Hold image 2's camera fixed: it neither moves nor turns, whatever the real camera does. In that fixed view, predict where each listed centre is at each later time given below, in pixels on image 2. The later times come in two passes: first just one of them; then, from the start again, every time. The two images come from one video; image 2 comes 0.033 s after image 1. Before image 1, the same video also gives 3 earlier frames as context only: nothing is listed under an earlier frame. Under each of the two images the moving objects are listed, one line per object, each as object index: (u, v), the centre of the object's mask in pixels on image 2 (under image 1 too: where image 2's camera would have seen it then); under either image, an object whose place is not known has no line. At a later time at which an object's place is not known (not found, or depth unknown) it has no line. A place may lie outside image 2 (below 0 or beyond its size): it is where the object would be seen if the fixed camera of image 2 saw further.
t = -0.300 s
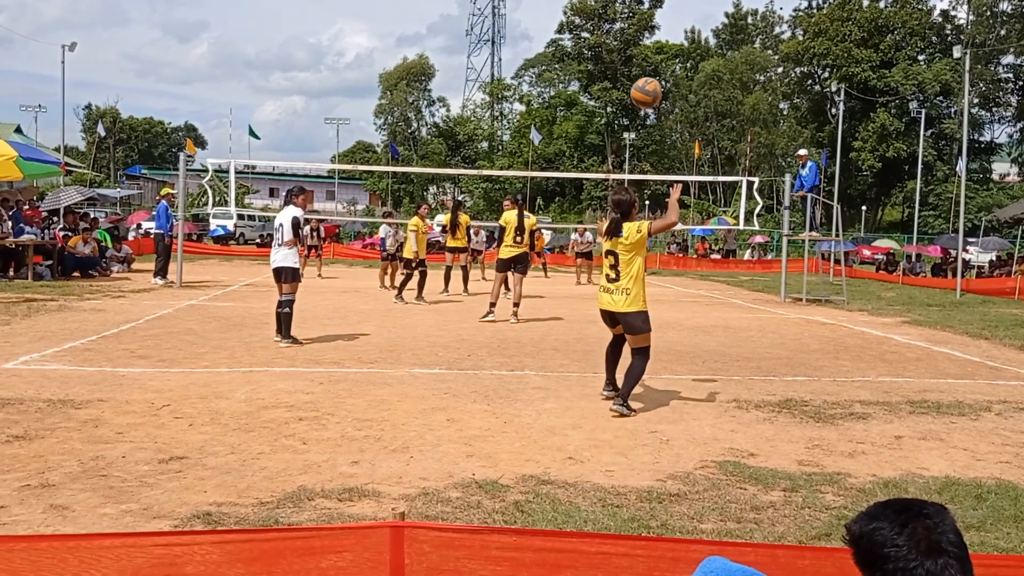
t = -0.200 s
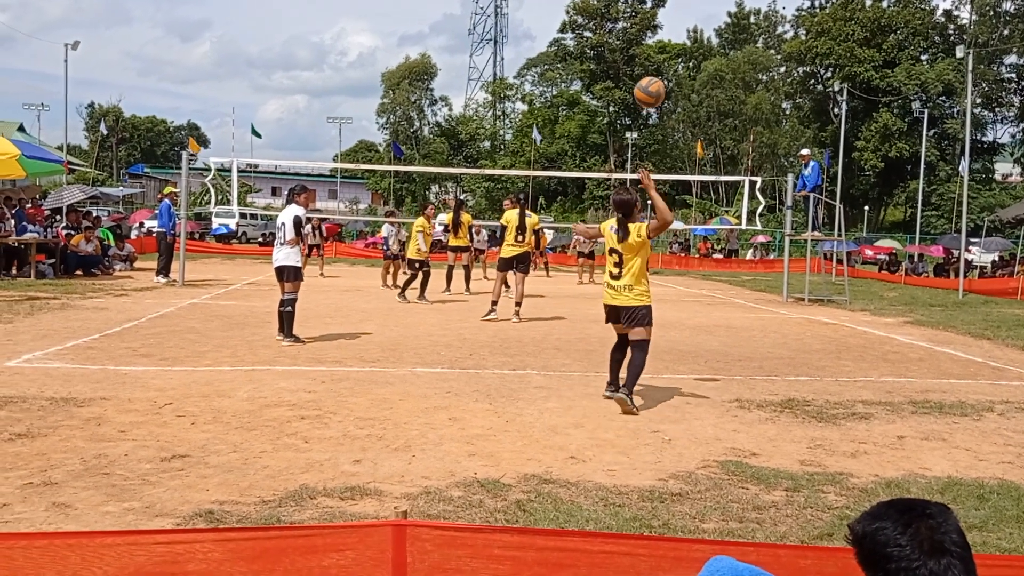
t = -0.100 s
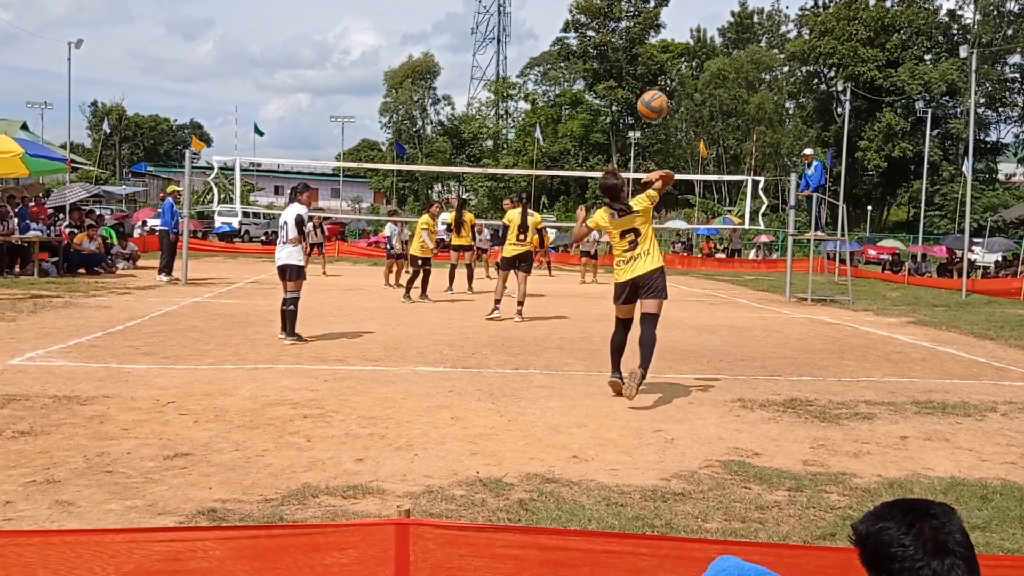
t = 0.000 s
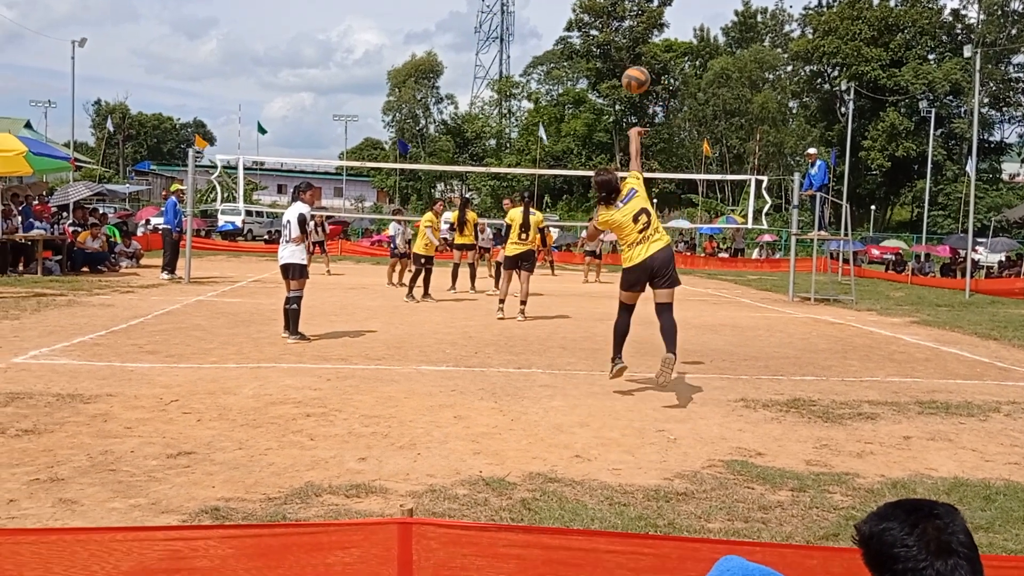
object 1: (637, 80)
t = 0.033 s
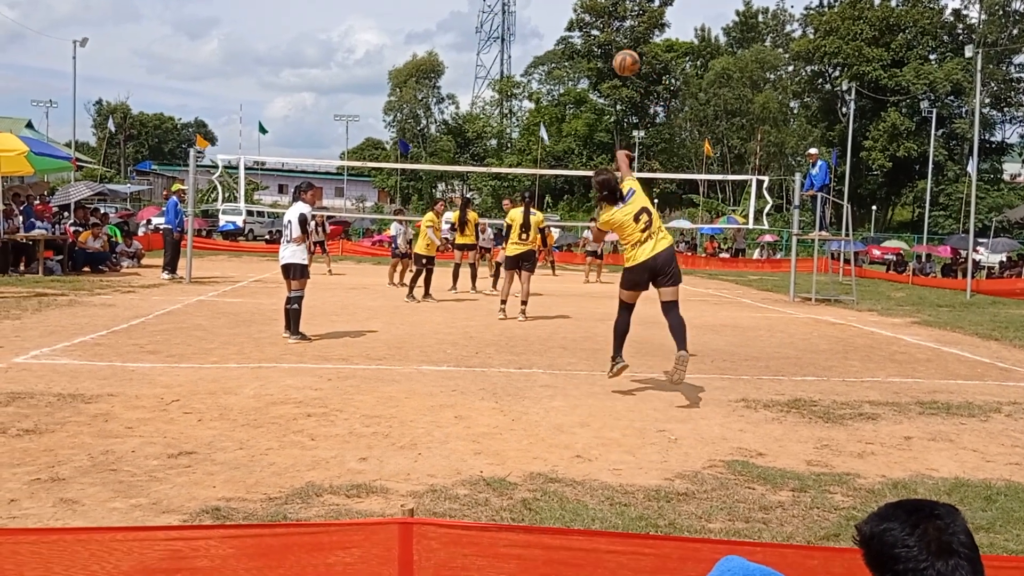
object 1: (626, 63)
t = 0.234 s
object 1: (583, 10)
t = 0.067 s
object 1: (617, 49)
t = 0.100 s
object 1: (609, 37)
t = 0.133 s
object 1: (601, 27)
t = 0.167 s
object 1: (595, 20)
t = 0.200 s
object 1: (588, 14)
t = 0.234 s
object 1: (583, 10)
